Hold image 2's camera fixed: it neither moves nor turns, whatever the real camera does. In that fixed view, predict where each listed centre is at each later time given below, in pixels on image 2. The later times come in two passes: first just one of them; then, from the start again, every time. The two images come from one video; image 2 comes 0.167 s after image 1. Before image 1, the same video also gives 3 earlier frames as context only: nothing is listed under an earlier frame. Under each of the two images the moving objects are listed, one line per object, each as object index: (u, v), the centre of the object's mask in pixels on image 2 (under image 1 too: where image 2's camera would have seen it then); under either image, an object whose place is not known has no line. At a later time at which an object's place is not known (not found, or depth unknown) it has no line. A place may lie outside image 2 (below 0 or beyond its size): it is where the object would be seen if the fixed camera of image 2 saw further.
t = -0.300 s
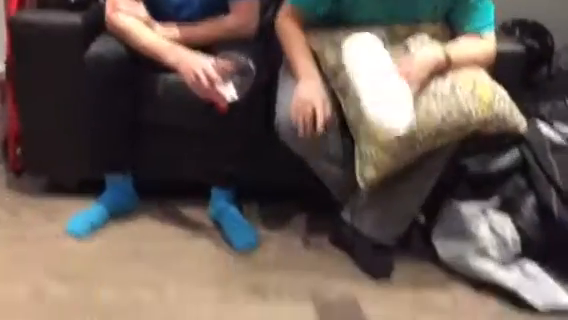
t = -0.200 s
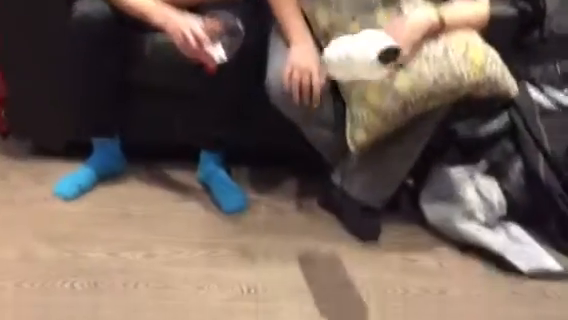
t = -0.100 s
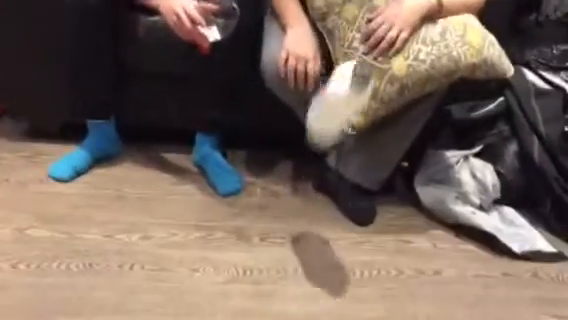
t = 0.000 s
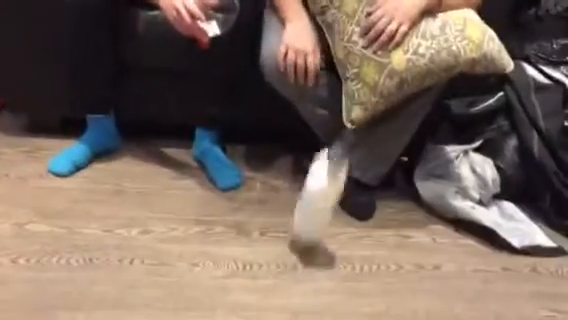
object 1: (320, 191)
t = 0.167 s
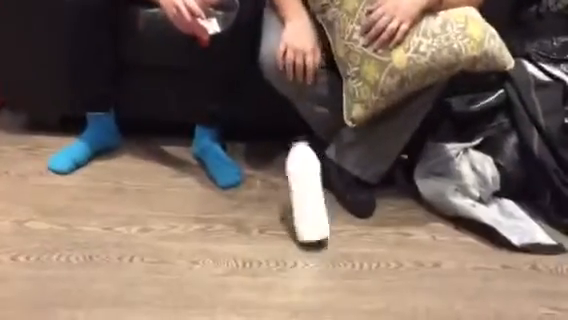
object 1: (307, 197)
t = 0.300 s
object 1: (296, 201)
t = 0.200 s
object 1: (304, 192)
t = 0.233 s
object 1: (302, 192)
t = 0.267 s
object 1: (299, 195)
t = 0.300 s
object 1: (296, 201)
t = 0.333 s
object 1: (295, 200)
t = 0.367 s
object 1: (294, 200)
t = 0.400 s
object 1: (295, 199)
